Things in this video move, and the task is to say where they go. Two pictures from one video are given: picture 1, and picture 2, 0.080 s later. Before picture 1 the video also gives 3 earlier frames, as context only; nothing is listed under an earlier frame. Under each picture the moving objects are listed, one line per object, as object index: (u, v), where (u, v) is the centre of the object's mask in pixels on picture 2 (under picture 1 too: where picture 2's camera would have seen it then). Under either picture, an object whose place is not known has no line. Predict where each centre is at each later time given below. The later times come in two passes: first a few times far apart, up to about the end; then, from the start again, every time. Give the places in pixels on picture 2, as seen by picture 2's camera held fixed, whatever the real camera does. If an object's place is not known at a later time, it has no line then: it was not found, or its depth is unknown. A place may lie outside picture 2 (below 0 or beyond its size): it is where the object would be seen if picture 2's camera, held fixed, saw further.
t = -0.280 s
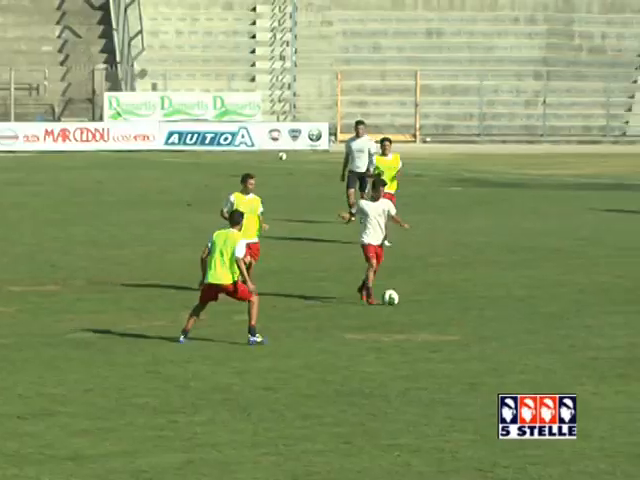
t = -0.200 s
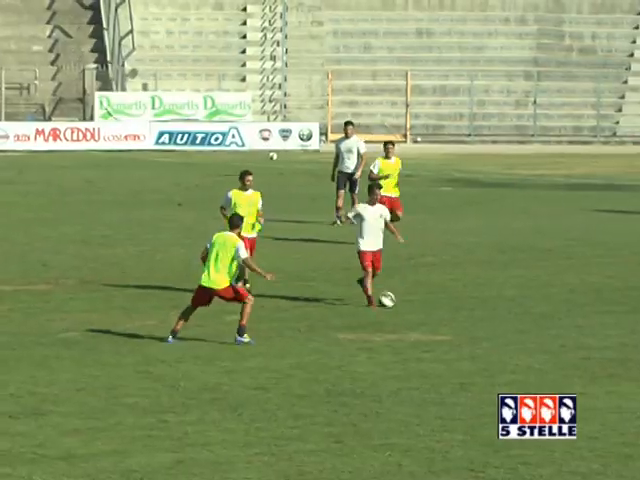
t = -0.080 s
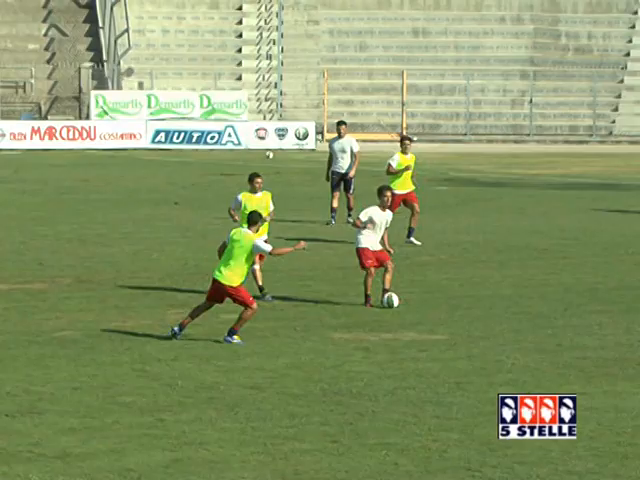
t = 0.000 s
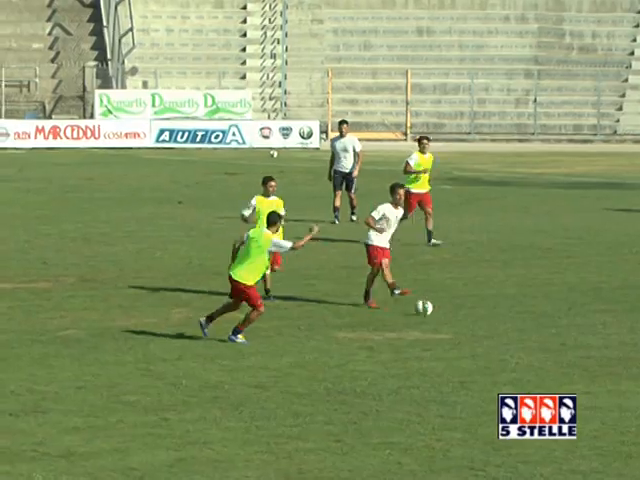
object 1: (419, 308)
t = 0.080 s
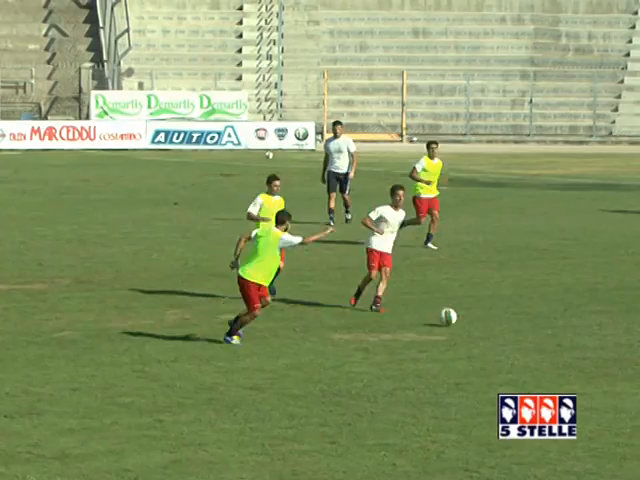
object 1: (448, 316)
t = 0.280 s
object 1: (519, 334)
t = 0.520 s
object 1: (599, 353)
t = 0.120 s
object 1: (463, 323)
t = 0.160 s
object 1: (478, 328)
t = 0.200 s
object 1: (491, 329)
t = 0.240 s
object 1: (505, 330)
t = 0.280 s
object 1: (519, 334)
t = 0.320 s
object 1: (532, 339)
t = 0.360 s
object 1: (546, 346)
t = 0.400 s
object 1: (560, 351)
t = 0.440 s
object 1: (573, 350)
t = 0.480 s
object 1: (586, 351)
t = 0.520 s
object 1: (599, 353)
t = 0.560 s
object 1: (611, 358)
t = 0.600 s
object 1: (624, 364)
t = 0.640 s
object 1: (637, 372)
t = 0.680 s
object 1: (650, 380)
